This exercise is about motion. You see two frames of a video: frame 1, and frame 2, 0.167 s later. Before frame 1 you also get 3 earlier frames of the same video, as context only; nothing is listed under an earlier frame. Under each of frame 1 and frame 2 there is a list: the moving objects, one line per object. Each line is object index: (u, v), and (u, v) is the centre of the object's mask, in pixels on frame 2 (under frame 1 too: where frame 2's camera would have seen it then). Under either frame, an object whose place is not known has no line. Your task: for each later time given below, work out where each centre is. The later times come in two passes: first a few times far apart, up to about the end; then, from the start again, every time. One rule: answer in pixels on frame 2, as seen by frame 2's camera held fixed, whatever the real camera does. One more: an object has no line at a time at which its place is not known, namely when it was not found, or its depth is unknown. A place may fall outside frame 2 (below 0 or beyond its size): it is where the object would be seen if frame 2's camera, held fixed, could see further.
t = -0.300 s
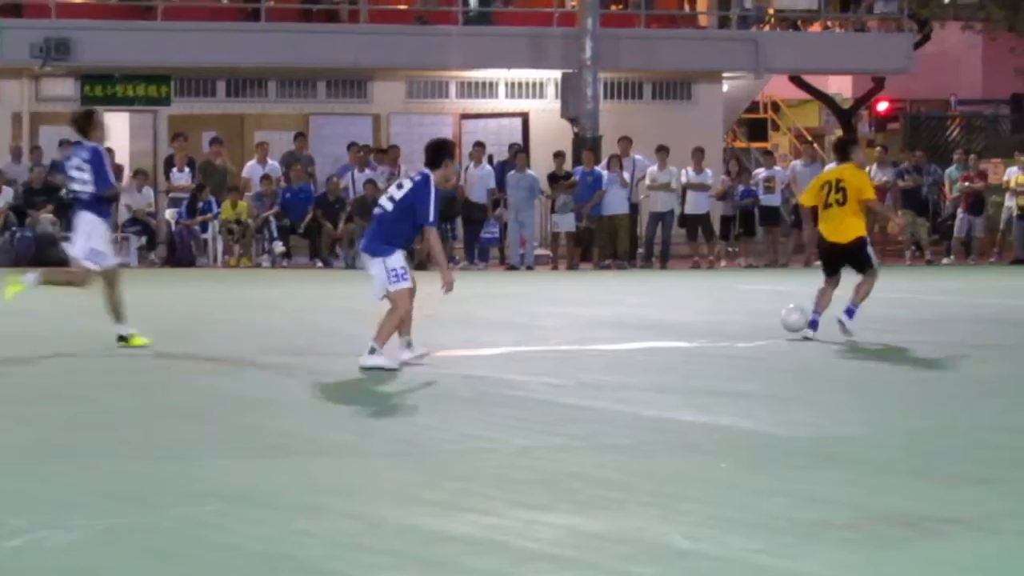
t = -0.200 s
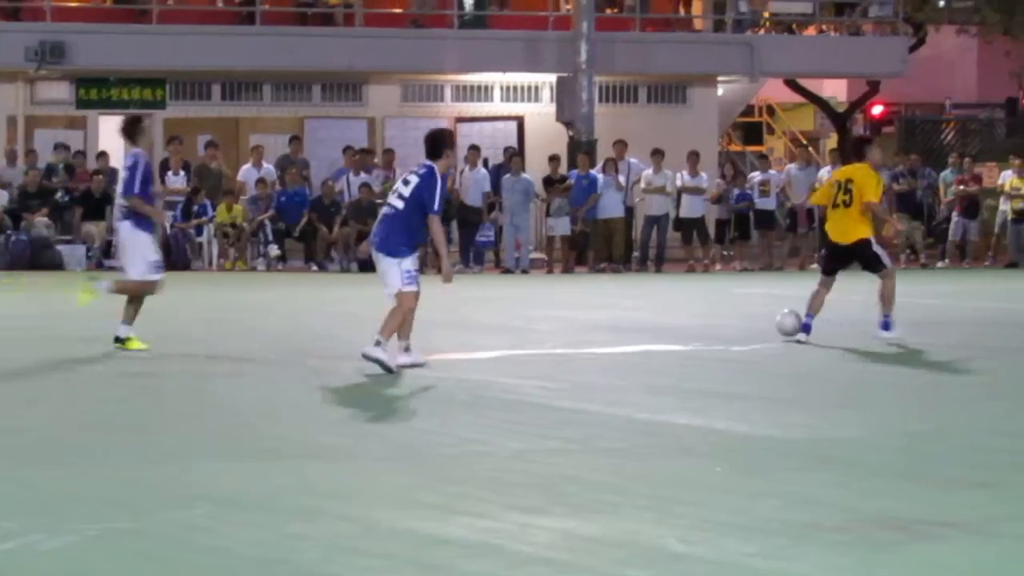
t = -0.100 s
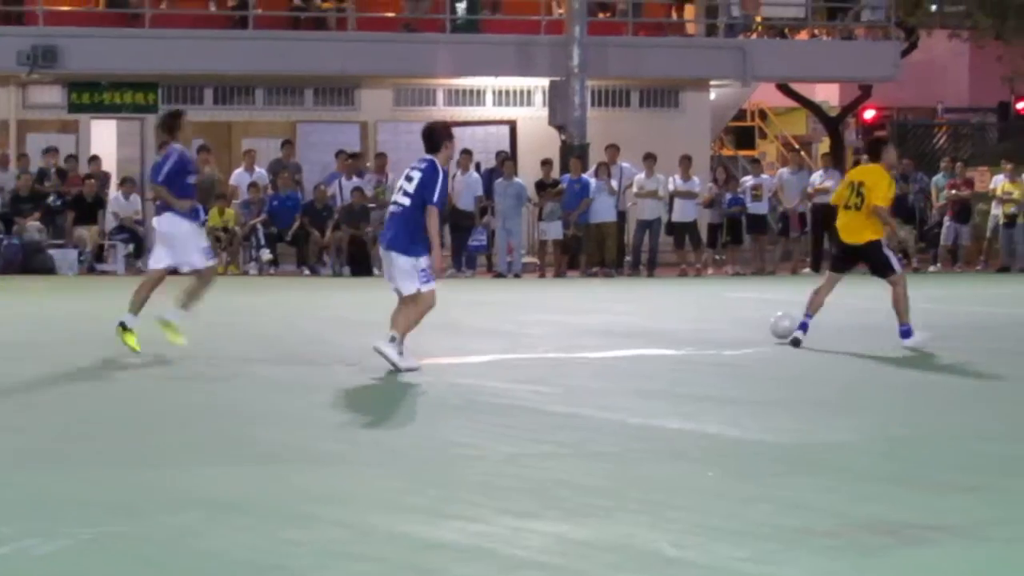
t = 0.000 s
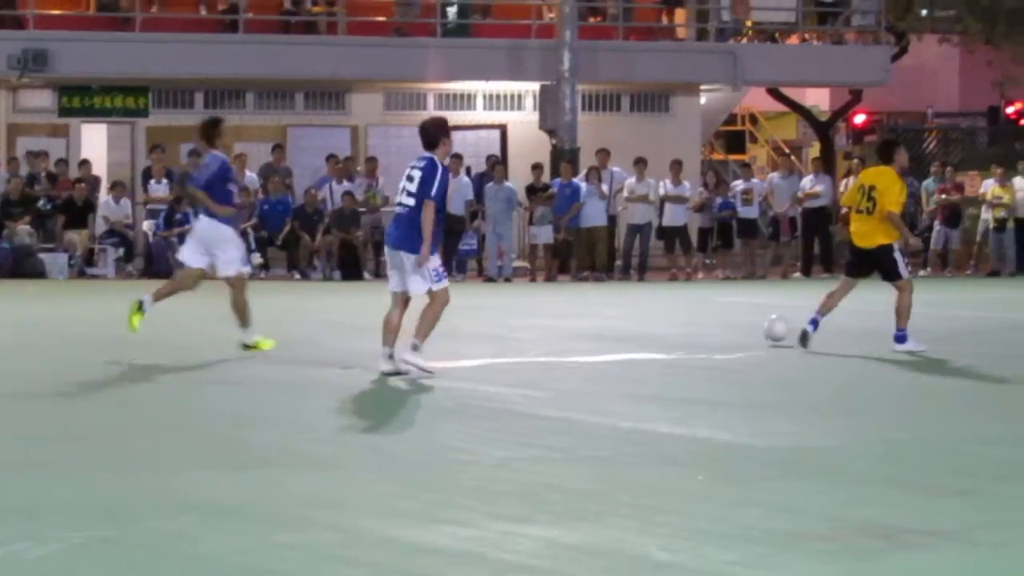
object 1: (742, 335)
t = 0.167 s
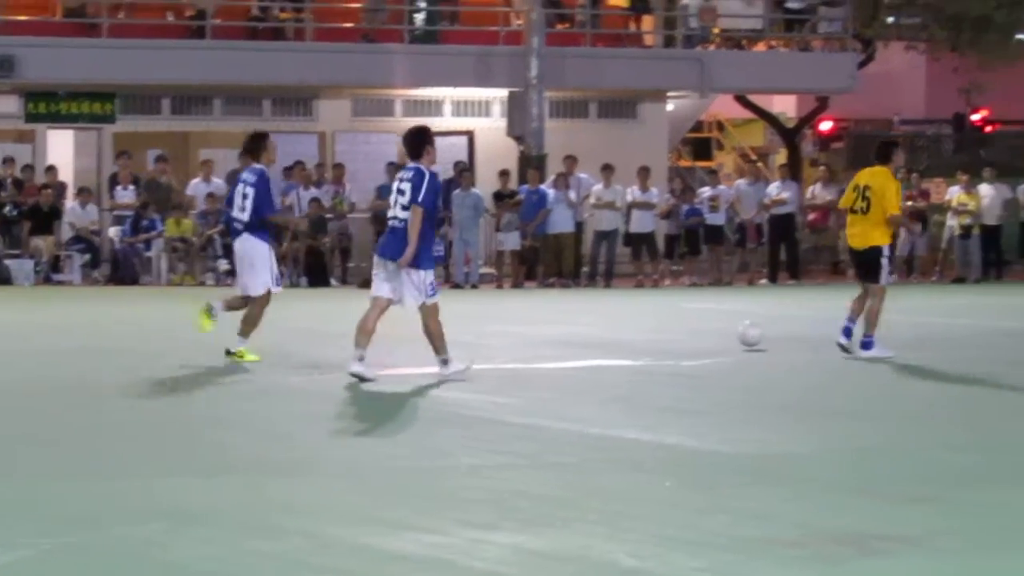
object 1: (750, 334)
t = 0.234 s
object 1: (752, 335)
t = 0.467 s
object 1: (764, 332)
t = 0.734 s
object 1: (776, 329)
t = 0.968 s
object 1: (786, 327)
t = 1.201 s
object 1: (794, 326)
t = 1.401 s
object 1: (801, 324)
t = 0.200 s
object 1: (751, 333)
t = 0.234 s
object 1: (752, 335)
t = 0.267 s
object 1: (754, 334)
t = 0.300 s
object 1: (756, 332)
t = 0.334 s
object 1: (757, 333)
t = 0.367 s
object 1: (759, 334)
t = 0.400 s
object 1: (760, 333)
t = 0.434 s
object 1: (762, 332)
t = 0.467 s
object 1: (764, 332)
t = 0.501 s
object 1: (765, 332)
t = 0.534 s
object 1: (767, 331)
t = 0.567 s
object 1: (769, 331)
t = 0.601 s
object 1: (770, 330)
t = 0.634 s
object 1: (771, 330)
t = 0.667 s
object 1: (773, 330)
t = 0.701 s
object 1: (775, 329)
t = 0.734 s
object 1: (776, 329)
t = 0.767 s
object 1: (778, 329)
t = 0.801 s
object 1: (778, 329)
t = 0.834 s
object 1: (781, 328)
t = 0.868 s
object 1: (783, 328)
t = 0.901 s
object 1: (784, 328)
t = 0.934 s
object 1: (785, 327)
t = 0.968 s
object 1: (786, 327)
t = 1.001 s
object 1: (788, 327)
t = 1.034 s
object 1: (789, 327)
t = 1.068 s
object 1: (791, 326)
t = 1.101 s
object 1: (791, 326)
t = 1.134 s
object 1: (792, 326)
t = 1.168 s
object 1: (793, 326)
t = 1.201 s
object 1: (794, 326)
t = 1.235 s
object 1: (795, 326)
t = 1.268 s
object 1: (796, 325)
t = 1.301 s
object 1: (797, 325)
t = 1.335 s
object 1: (799, 324)
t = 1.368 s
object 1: (800, 324)
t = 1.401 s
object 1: (801, 324)
